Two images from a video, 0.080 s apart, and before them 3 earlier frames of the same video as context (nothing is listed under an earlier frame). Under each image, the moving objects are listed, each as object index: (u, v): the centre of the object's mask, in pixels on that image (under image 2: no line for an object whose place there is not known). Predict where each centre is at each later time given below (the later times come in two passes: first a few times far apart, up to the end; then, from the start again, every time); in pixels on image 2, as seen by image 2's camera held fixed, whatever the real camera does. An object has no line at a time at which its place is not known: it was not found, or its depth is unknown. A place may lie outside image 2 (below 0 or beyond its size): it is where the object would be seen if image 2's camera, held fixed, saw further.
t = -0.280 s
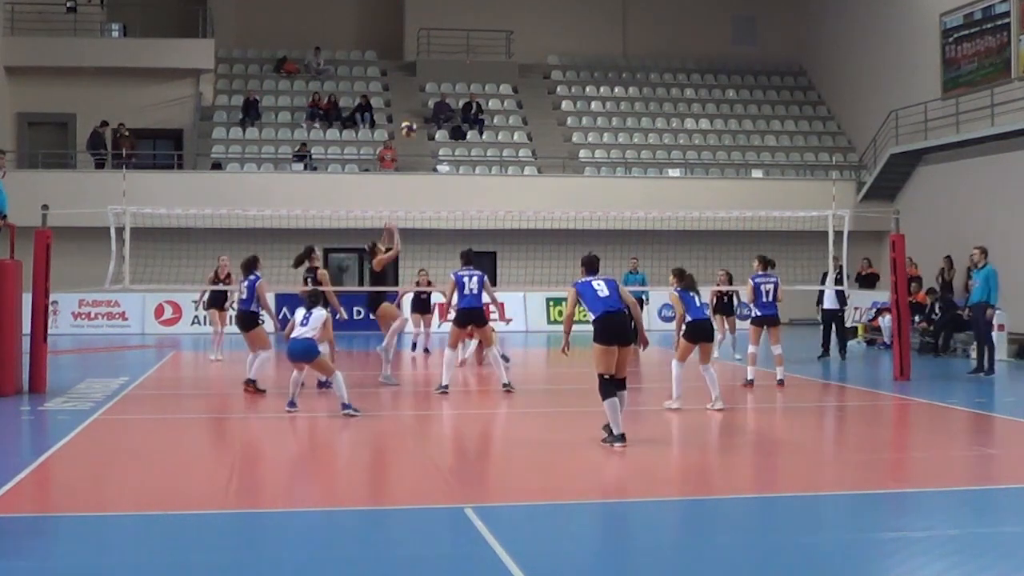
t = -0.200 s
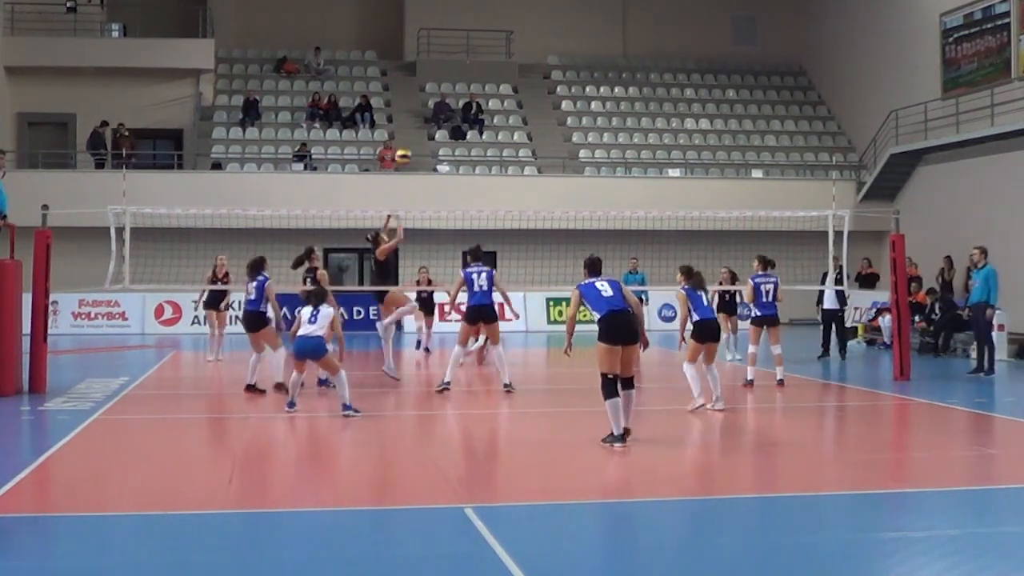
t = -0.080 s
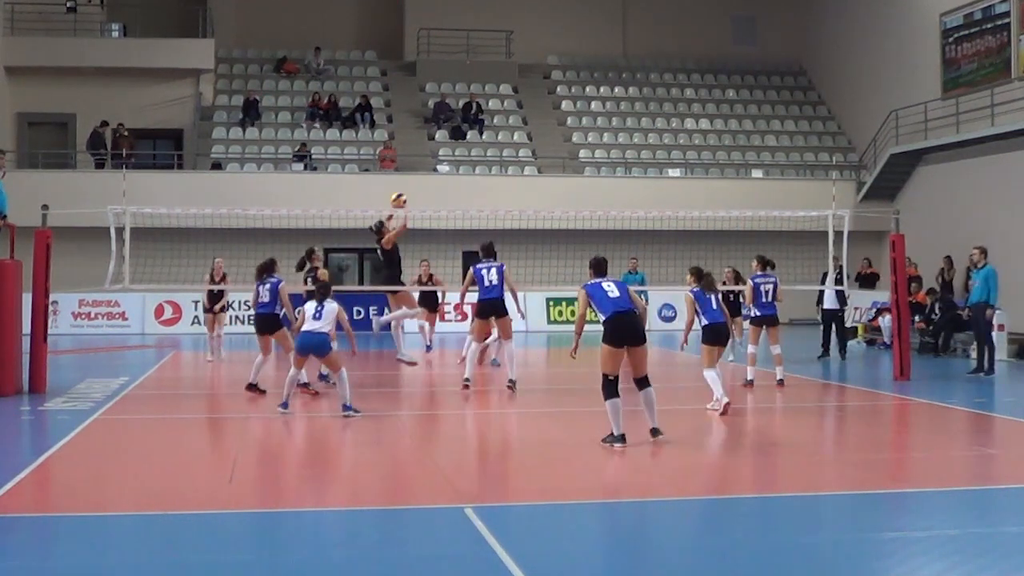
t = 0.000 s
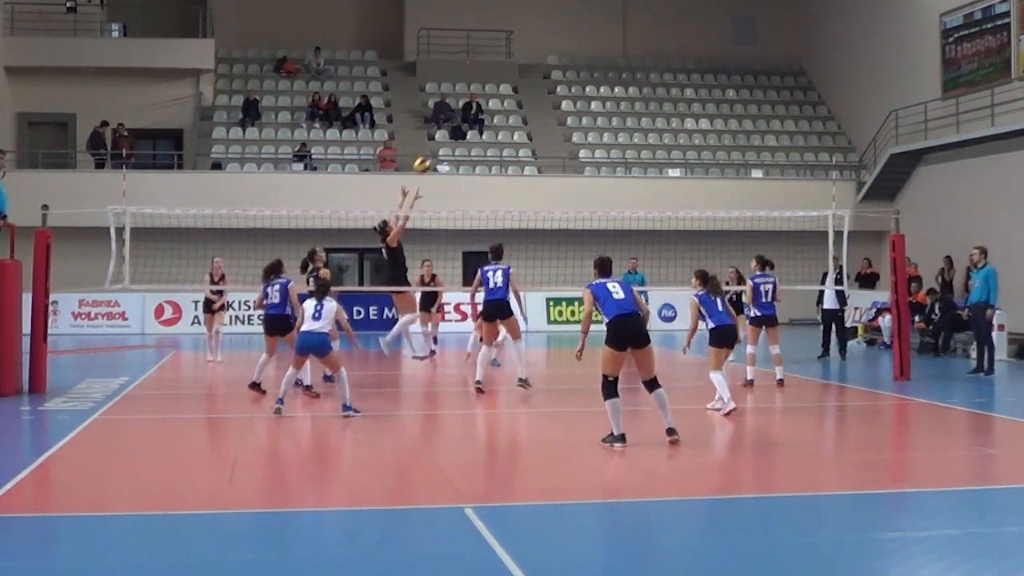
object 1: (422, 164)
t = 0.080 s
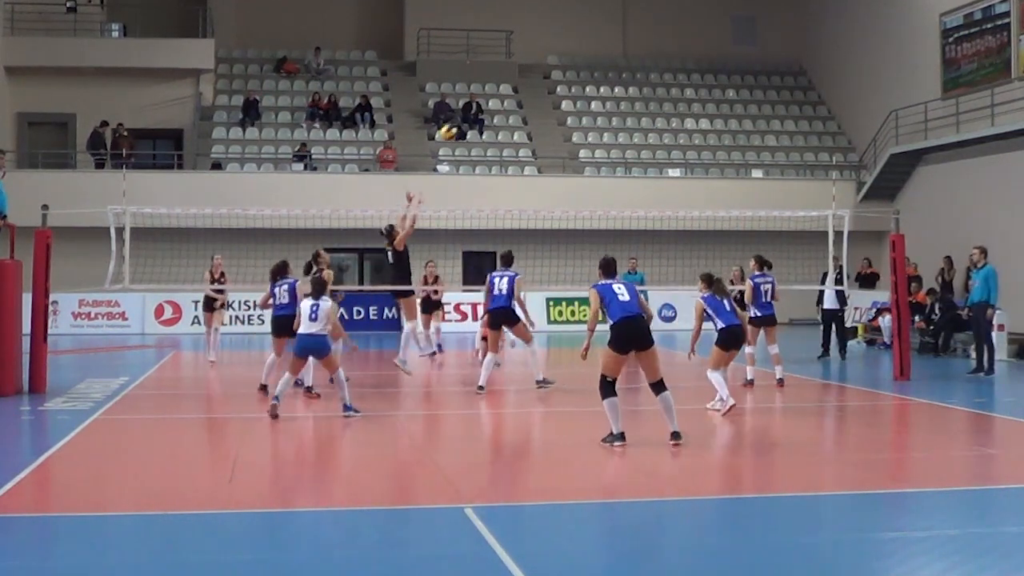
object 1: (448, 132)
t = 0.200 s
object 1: (486, 95)
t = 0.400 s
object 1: (547, 58)
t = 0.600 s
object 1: (604, 51)
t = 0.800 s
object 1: (658, 73)
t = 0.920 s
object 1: (689, 99)
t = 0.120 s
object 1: (460, 118)
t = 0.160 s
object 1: (473, 106)
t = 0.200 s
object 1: (486, 95)
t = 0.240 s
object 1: (498, 85)
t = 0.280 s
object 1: (511, 76)
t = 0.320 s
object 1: (523, 69)
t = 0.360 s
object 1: (535, 62)
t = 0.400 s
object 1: (547, 58)
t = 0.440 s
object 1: (558, 55)
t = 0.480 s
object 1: (570, 52)
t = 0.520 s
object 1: (581, 51)
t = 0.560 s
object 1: (592, 50)
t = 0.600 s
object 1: (604, 51)
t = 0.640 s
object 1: (615, 54)
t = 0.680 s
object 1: (626, 57)
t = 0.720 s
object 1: (637, 61)
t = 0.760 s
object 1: (647, 66)
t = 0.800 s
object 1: (658, 73)
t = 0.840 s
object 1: (669, 81)
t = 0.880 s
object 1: (678, 90)
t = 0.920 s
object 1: (689, 99)
